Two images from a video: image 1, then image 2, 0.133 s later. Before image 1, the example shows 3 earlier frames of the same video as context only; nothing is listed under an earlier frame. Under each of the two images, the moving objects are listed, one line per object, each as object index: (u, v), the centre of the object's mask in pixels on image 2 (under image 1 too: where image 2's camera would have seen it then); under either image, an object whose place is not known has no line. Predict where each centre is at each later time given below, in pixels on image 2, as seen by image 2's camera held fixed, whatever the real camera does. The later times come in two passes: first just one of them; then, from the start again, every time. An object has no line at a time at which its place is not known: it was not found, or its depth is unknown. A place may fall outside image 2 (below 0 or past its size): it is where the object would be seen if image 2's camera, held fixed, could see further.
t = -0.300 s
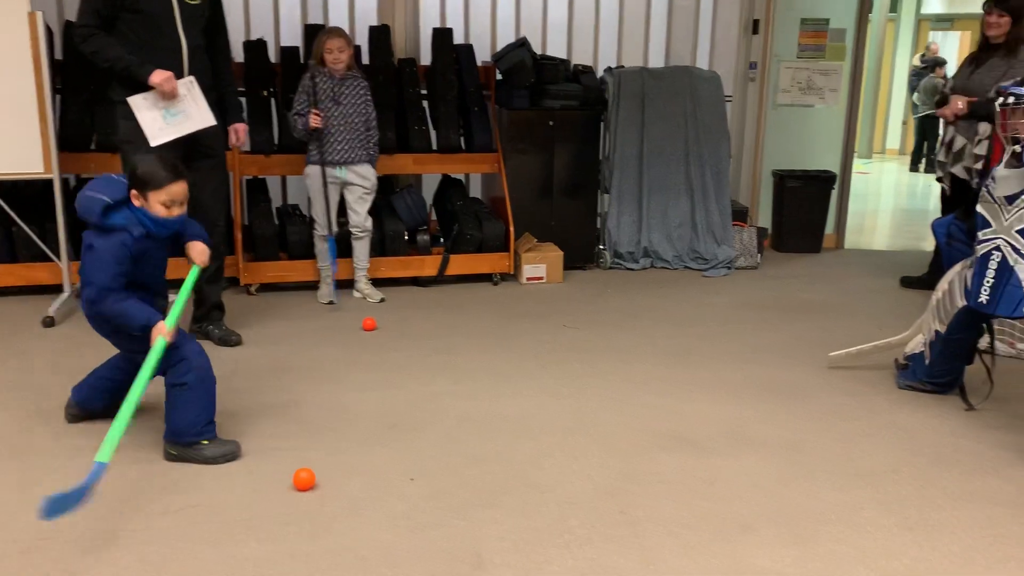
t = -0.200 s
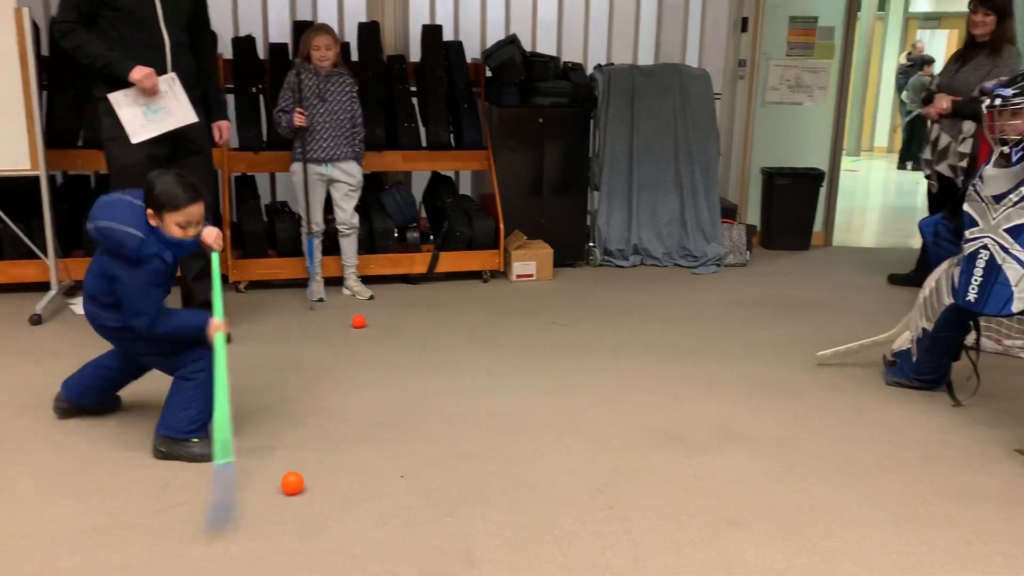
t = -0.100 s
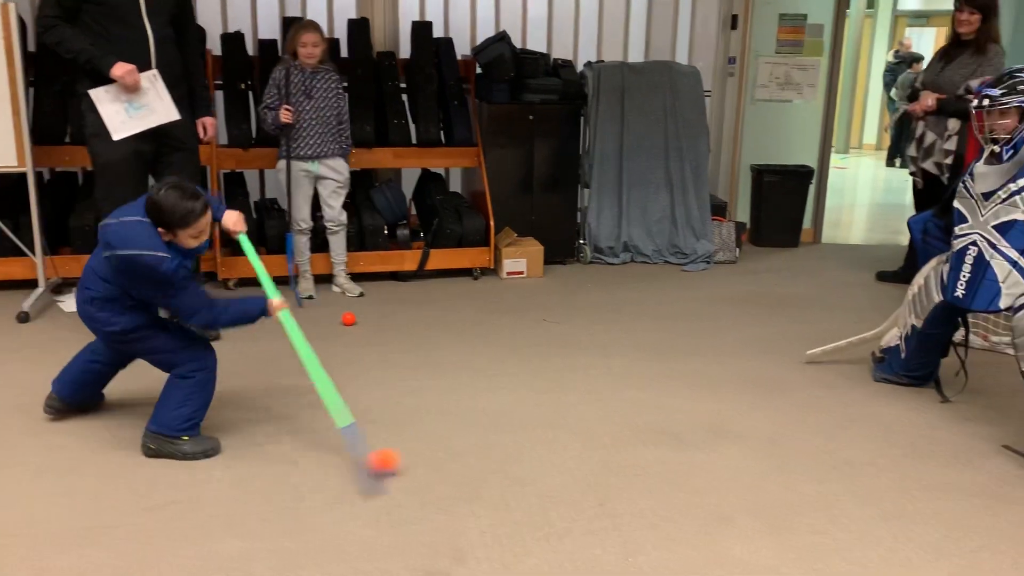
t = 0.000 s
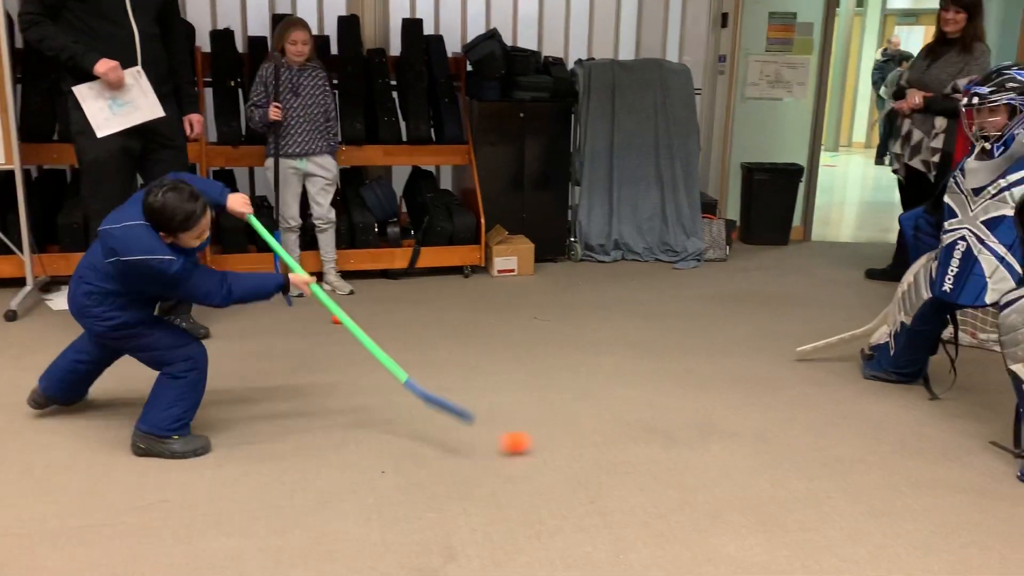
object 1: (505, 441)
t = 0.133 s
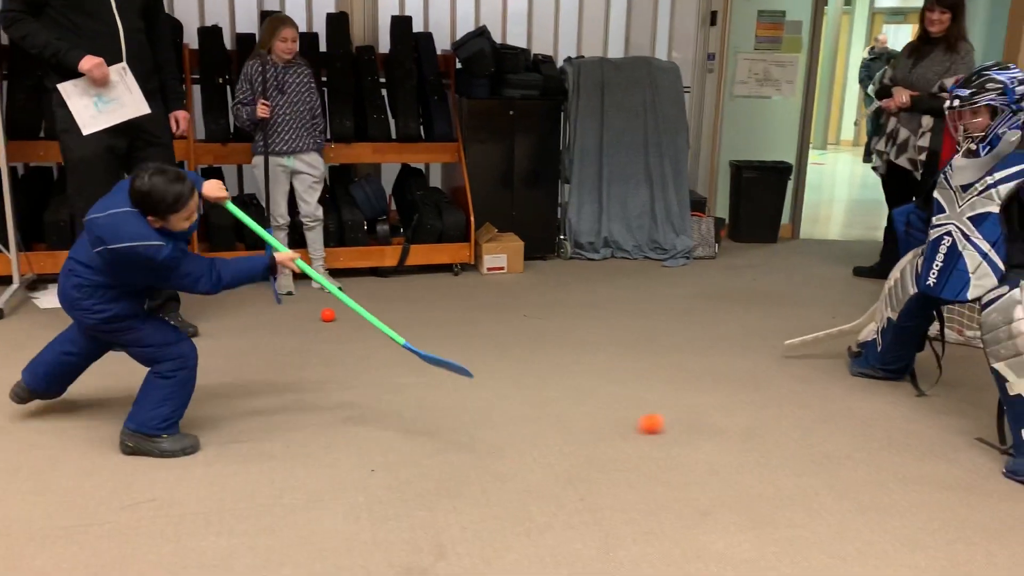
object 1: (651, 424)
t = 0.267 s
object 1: (761, 413)
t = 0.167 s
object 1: (681, 420)
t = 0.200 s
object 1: (710, 417)
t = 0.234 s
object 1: (736, 414)
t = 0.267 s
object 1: (761, 413)
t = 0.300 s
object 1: (783, 410)
